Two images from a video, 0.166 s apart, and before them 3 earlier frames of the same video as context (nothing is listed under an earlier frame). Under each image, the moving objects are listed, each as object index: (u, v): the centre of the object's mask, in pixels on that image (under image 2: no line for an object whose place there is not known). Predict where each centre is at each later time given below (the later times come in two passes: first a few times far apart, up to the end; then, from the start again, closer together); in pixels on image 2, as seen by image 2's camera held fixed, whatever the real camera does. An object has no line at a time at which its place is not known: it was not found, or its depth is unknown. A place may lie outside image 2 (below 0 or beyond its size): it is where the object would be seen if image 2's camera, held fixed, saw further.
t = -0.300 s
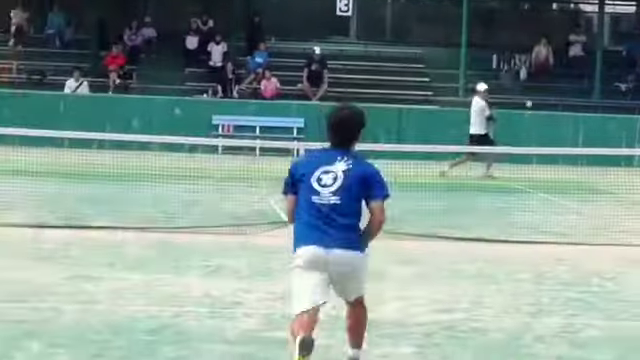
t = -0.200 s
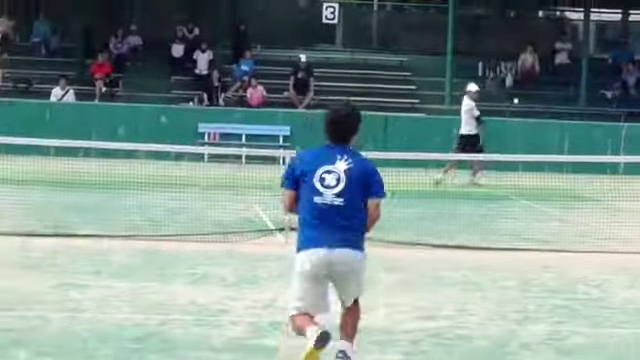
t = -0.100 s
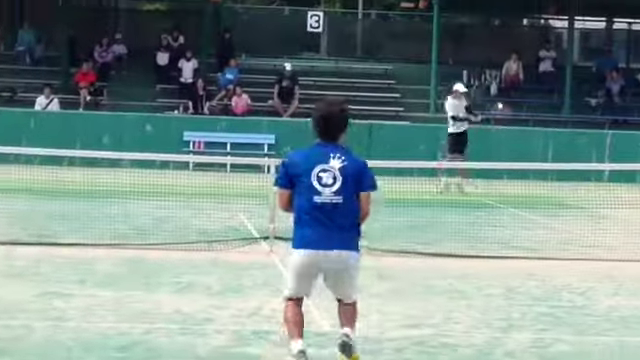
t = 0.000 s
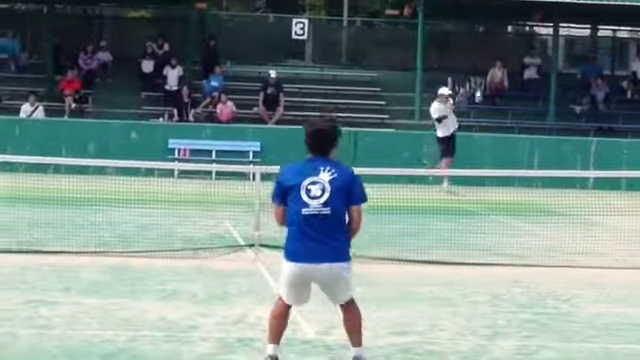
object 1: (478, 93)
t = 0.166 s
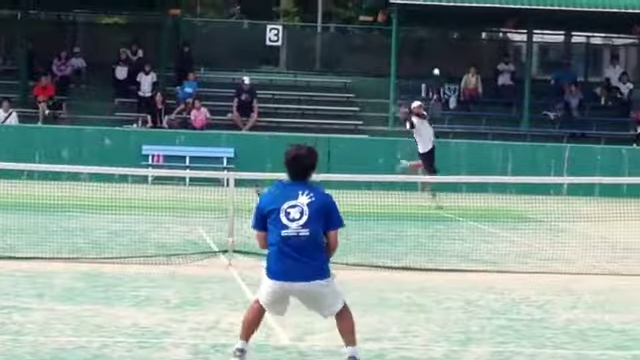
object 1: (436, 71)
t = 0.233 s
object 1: (429, 64)
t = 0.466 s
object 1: (402, 66)
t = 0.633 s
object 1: (379, 108)
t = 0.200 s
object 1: (432, 67)
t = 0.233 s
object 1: (429, 64)
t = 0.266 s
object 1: (426, 61)
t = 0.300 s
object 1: (421, 60)
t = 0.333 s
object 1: (418, 59)
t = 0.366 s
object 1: (414, 59)
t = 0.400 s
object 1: (411, 60)
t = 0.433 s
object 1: (406, 62)
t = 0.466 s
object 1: (402, 66)
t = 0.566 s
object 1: (389, 86)
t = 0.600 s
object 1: (384, 96)
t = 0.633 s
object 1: (379, 108)
